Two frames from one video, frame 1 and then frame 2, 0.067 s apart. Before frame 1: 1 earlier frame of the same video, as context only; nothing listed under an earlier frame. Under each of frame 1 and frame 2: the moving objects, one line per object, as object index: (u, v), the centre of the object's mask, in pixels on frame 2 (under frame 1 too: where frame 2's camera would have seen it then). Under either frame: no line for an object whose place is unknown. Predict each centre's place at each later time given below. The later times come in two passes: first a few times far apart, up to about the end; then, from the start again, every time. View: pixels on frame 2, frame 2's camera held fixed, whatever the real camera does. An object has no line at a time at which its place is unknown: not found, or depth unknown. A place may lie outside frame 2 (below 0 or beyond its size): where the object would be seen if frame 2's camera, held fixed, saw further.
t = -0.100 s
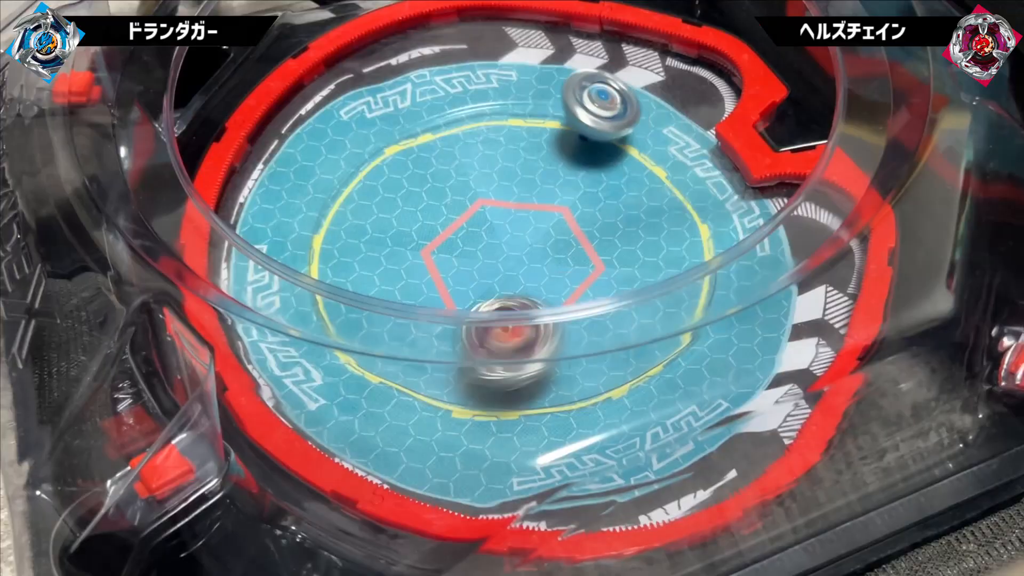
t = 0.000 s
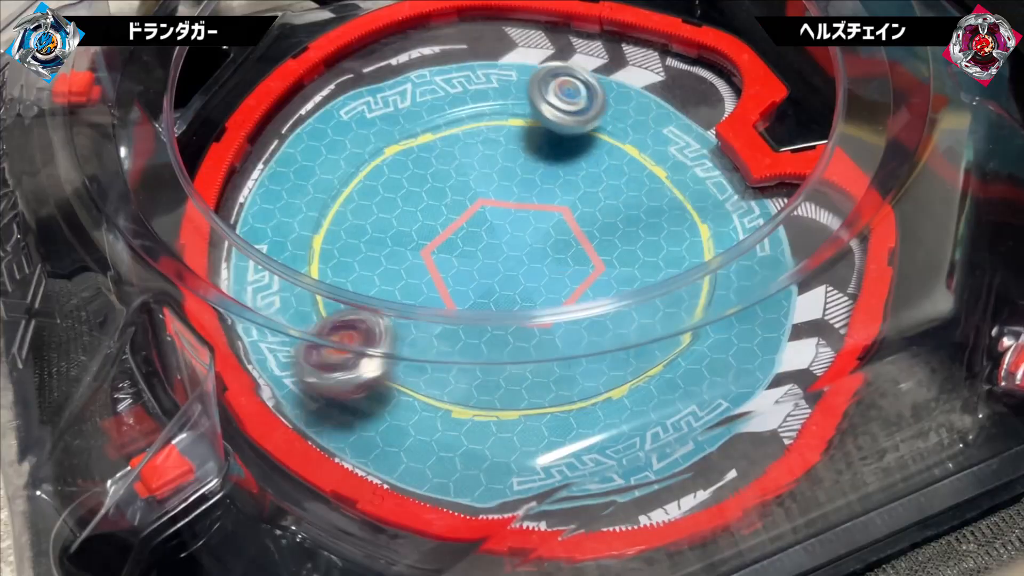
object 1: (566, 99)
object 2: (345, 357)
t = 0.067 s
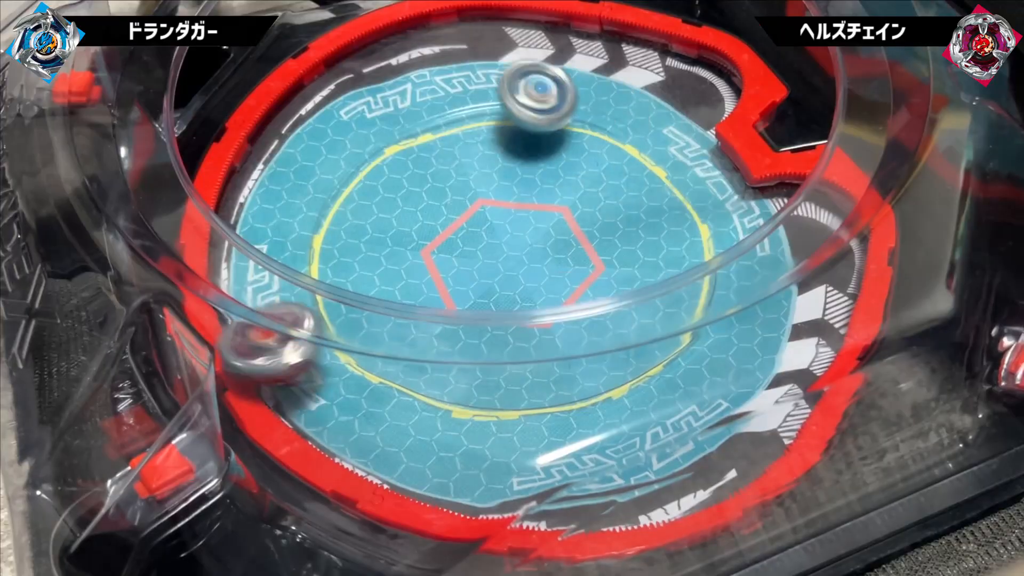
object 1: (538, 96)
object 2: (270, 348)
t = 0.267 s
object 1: (458, 98)
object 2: (538, 285)
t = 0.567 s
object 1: (449, 162)
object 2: (643, 106)
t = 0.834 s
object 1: (629, 219)
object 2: (455, 129)
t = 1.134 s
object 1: (665, 120)
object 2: (465, 229)
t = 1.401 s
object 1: (430, 193)
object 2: (639, 242)
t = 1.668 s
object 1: (478, 358)
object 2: (711, 198)
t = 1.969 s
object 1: (647, 230)
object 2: (517, 225)
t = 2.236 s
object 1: (389, 144)
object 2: (379, 300)
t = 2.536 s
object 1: (336, 258)
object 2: (469, 331)
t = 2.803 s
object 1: (339, 222)
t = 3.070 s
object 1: (413, 209)
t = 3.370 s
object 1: (610, 320)
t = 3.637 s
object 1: (618, 123)
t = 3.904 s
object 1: (338, 154)
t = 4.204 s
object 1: (448, 360)
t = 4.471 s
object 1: (495, 270)
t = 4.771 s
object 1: (344, 161)
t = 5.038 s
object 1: (429, 238)
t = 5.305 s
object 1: (524, 174)
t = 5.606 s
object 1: (461, 221)
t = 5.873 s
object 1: (544, 254)
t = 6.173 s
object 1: (523, 201)
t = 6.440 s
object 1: (448, 239)
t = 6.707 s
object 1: (497, 261)
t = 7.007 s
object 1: (507, 196)
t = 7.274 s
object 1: (451, 205)
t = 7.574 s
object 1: (507, 241)
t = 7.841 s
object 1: (539, 205)
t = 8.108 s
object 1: (486, 206)
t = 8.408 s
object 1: (494, 253)
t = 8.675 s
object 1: (526, 236)
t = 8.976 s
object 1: (479, 206)
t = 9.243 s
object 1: (461, 230)
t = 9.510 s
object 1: (499, 195)
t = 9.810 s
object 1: (464, 170)
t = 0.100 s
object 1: (522, 95)
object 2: (243, 348)
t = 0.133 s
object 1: (508, 95)
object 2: (291, 341)
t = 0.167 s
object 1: (493, 95)
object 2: (358, 341)
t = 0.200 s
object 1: (480, 95)
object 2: (425, 327)
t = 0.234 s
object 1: (468, 97)
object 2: (486, 296)
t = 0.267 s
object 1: (458, 98)
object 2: (538, 285)
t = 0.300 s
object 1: (449, 98)
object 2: (584, 268)
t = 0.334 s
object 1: (443, 99)
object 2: (620, 248)
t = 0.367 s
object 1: (437, 100)
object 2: (648, 223)
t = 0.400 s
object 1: (434, 103)
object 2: (667, 198)
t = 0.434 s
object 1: (432, 107)
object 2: (678, 175)
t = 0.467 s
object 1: (431, 116)
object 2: (679, 155)
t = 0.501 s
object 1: (432, 130)
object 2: (672, 137)
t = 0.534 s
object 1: (438, 146)
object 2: (659, 121)
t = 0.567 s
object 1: (449, 162)
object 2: (643, 106)
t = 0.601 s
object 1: (464, 178)
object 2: (627, 93)
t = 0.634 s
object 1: (483, 192)
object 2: (604, 83)
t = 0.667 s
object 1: (506, 204)
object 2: (580, 77)
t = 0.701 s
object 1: (531, 214)
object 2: (554, 81)
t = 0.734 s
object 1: (556, 220)
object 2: (527, 93)
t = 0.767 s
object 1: (582, 223)
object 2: (500, 103)
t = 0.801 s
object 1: (606, 222)
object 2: (476, 115)
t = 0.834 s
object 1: (629, 219)
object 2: (455, 129)
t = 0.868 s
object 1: (648, 214)
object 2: (438, 142)
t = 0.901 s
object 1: (664, 207)
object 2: (424, 154)
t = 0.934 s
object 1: (676, 198)
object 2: (414, 168)
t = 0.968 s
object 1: (684, 187)
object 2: (410, 181)
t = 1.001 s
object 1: (688, 175)
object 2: (411, 194)
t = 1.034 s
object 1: (690, 163)
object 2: (418, 204)
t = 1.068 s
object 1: (686, 149)
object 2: (429, 214)
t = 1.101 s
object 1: (678, 134)
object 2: (446, 223)
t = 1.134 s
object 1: (665, 120)
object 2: (465, 229)
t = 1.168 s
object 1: (648, 111)
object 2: (487, 234)
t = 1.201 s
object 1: (625, 107)
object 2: (510, 239)
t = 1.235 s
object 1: (598, 108)
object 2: (533, 243)
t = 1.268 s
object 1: (564, 115)
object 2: (557, 246)
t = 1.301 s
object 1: (528, 128)
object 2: (579, 247)
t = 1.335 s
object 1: (493, 146)
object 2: (601, 246)
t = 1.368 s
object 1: (460, 168)
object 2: (621, 244)
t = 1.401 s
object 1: (430, 193)
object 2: (639, 242)
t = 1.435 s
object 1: (407, 220)
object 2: (656, 238)
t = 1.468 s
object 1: (390, 248)
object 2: (670, 234)
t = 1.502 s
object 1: (382, 270)
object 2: (683, 228)
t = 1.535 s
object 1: (375, 306)
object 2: (694, 221)
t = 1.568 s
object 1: (381, 336)
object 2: (703, 214)
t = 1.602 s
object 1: (401, 351)
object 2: (710, 206)
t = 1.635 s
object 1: (441, 362)
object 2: (713, 201)
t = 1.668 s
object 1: (478, 358)
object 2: (711, 198)
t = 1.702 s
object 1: (514, 358)
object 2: (704, 196)
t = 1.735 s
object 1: (548, 355)
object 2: (693, 194)
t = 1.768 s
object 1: (582, 351)
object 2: (676, 194)
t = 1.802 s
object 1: (616, 344)
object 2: (653, 195)
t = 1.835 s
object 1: (644, 331)
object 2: (628, 197)
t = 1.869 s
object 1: (656, 302)
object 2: (600, 202)
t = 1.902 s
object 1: (664, 277)
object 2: (571, 208)
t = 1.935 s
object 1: (658, 250)
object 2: (543, 216)
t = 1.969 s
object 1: (647, 230)
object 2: (517, 225)
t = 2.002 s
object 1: (628, 207)
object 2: (494, 234)
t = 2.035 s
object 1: (603, 187)
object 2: (471, 243)
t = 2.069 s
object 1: (573, 169)
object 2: (451, 253)
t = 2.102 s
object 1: (538, 156)
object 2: (432, 263)
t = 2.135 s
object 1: (502, 147)
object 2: (416, 270)
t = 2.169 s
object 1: (465, 142)
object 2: (404, 277)
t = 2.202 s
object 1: (427, 141)
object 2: (391, 289)
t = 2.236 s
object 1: (389, 144)
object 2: (379, 300)
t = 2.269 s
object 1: (353, 152)
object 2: (370, 313)
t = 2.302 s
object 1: (326, 163)
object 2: (366, 323)
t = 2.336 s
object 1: (318, 187)
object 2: (374, 330)
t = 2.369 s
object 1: (321, 215)
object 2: (389, 324)
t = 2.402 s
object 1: (328, 241)
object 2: (399, 324)
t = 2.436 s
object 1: (338, 258)
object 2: (408, 322)
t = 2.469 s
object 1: (335, 258)
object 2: (428, 328)
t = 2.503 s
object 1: (334, 259)
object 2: (448, 333)
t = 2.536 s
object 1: (336, 258)
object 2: (469, 331)
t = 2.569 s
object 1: (337, 255)
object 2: (486, 327)
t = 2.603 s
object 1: (338, 251)
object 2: (503, 309)
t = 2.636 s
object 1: (338, 247)
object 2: (515, 287)
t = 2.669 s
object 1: (337, 241)
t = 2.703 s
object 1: (338, 235)
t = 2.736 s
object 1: (338, 230)
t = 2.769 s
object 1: (339, 226)
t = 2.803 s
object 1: (339, 222)
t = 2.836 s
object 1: (343, 218)
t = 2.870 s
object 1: (348, 217)
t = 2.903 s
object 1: (357, 214)
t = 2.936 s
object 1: (367, 211)
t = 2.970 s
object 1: (379, 208)
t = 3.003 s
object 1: (393, 204)
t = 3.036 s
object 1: (406, 197)
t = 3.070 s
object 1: (413, 209)
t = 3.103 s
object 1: (414, 241)
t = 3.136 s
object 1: (421, 268)
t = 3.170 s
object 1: (435, 283)
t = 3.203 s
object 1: (452, 313)
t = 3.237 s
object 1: (475, 326)
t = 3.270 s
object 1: (505, 338)
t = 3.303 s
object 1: (539, 348)
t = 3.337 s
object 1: (574, 334)
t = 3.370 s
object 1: (610, 320)
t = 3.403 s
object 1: (642, 301)
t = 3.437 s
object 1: (666, 274)
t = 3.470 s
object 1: (678, 242)
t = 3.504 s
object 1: (686, 219)
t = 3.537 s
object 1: (681, 190)
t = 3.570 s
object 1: (667, 163)
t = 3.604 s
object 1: (645, 140)
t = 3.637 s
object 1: (618, 123)
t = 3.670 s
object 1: (584, 110)
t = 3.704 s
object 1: (549, 101)
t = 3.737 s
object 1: (510, 99)
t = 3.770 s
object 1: (472, 101)
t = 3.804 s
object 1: (434, 109)
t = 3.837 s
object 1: (399, 119)
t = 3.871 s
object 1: (366, 134)
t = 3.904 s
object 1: (338, 154)
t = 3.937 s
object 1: (324, 181)
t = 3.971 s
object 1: (316, 212)
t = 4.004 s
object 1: (314, 241)
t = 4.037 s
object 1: (324, 272)
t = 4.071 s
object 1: (343, 301)
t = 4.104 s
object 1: (369, 338)
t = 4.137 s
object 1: (407, 351)
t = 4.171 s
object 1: (444, 361)
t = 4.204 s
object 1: (448, 360)
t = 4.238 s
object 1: (457, 362)
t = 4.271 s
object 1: (468, 354)
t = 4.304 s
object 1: (476, 352)
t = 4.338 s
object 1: (488, 338)
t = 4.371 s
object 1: (492, 326)
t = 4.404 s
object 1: (497, 299)
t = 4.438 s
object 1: (498, 283)
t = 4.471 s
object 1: (495, 270)
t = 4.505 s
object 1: (488, 252)
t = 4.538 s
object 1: (478, 233)
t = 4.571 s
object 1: (464, 216)
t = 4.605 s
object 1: (448, 199)
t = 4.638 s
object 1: (430, 186)
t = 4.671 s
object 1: (409, 174)
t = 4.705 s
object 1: (387, 166)
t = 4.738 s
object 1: (365, 161)
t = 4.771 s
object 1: (344, 161)
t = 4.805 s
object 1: (336, 170)
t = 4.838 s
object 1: (347, 187)
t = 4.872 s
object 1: (357, 202)
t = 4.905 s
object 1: (369, 216)
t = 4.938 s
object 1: (381, 226)
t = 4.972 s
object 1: (395, 232)
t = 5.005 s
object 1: (411, 236)
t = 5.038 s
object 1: (429, 238)
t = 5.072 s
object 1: (447, 237)
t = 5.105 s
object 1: (467, 233)
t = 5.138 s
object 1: (487, 227)
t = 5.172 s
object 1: (504, 217)
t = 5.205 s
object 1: (519, 205)
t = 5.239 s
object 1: (530, 191)
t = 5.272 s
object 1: (532, 180)
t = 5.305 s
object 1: (524, 174)
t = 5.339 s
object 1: (514, 170)
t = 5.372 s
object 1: (503, 169)
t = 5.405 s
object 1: (491, 171)
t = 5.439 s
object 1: (481, 175)
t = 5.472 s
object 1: (473, 182)
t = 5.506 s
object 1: (466, 190)
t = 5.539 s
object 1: (461, 200)
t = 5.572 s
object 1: (460, 210)
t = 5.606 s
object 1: (461, 221)
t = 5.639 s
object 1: (466, 231)
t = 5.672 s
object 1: (473, 240)
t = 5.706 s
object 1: (483, 248)
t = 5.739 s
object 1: (494, 254)
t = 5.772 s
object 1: (507, 257)
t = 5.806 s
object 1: (520, 258)
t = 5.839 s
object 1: (533, 256)
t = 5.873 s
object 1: (544, 254)
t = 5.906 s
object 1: (553, 249)
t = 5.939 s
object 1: (560, 243)
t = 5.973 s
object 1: (563, 236)
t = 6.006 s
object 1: (563, 228)
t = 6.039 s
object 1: (561, 221)
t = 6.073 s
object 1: (555, 215)
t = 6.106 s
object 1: (546, 208)
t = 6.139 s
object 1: (535, 204)
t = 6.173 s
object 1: (523, 201)
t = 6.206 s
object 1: (510, 200)
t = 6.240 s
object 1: (497, 201)
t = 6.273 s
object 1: (484, 204)
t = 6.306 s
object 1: (472, 209)
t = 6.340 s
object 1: (462, 216)
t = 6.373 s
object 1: (455, 223)
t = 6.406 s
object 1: (450, 231)
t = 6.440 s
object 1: (448, 239)
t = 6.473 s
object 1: (448, 247)
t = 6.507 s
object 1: (451, 253)
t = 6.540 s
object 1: (455, 258)
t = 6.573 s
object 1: (462, 261)
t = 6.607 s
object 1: (470, 264)
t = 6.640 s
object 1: (479, 265)
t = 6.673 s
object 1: (487, 265)
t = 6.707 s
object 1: (497, 261)
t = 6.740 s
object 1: (505, 256)
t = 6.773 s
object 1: (513, 250)
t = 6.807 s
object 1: (518, 243)
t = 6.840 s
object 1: (522, 236)
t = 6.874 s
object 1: (523, 227)
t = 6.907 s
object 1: (522, 218)
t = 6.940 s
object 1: (519, 210)
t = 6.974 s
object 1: (514, 203)
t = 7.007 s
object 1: (507, 196)
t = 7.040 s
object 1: (499, 192)
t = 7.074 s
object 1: (490, 190)
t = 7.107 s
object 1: (480, 189)
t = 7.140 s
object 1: (472, 190)
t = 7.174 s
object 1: (465, 192)
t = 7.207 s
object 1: (459, 195)
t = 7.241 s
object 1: (455, 200)
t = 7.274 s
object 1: (451, 205)
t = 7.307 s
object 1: (451, 211)
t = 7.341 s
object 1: (452, 218)
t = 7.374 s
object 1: (455, 224)
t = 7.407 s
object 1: (461, 230)
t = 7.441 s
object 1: (468, 236)
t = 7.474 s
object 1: (477, 240)
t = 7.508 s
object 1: (487, 241)
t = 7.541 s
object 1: (497, 242)
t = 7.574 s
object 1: (507, 241)
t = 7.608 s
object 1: (518, 238)
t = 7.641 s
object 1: (526, 234)
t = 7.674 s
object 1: (533, 231)
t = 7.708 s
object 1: (538, 226)
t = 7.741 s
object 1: (541, 220)
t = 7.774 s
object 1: (543, 214)
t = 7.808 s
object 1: (543, 208)
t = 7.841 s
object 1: (539, 205)
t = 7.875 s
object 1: (535, 200)
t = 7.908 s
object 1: (529, 197)
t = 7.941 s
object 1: (523, 195)
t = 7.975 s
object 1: (515, 195)
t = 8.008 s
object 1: (508, 196)
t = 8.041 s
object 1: (499, 198)
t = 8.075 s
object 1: (492, 201)
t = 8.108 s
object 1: (486, 206)
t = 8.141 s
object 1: (480, 212)
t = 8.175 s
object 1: (477, 218)
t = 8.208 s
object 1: (475, 225)
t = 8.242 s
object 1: (474, 232)
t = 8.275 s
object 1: (476, 238)
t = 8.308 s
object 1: (478, 244)
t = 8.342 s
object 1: (483, 248)
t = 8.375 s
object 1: (488, 251)
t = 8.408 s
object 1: (494, 253)
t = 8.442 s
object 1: (499, 254)
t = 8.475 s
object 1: (505, 254)
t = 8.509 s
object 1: (510, 253)
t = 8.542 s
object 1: (515, 251)
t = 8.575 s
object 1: (520, 248)
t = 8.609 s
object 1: (523, 244)
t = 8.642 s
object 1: (525, 241)
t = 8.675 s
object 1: (526, 236)
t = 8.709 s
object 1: (524, 230)
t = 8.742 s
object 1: (523, 226)
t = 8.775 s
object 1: (520, 219)
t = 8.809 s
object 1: (514, 214)
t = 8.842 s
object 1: (509, 210)
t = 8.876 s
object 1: (501, 208)
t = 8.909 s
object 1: (493, 206)
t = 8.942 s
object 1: (486, 206)
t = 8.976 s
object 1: (479, 206)
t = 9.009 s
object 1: (473, 207)
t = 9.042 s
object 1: (467, 208)
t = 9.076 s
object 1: (462, 212)
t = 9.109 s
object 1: (459, 214)
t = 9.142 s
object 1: (457, 218)
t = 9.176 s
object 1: (457, 222)
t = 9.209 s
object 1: (459, 226)
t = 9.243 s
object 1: (461, 230)
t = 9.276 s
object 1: (465, 233)
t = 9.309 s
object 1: (469, 235)
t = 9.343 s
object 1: (475, 237)
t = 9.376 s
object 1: (483, 236)
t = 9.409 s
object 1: (490, 227)
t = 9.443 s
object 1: (495, 217)
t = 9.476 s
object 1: (498, 206)
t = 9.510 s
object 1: (499, 195)
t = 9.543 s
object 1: (497, 185)
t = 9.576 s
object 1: (494, 177)
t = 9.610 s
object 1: (491, 171)
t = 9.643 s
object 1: (485, 166)
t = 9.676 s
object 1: (481, 163)
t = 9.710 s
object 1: (476, 162)
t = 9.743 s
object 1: (470, 163)
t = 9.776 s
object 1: (467, 166)
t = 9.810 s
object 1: (464, 170)
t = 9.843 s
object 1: (506, 178)
